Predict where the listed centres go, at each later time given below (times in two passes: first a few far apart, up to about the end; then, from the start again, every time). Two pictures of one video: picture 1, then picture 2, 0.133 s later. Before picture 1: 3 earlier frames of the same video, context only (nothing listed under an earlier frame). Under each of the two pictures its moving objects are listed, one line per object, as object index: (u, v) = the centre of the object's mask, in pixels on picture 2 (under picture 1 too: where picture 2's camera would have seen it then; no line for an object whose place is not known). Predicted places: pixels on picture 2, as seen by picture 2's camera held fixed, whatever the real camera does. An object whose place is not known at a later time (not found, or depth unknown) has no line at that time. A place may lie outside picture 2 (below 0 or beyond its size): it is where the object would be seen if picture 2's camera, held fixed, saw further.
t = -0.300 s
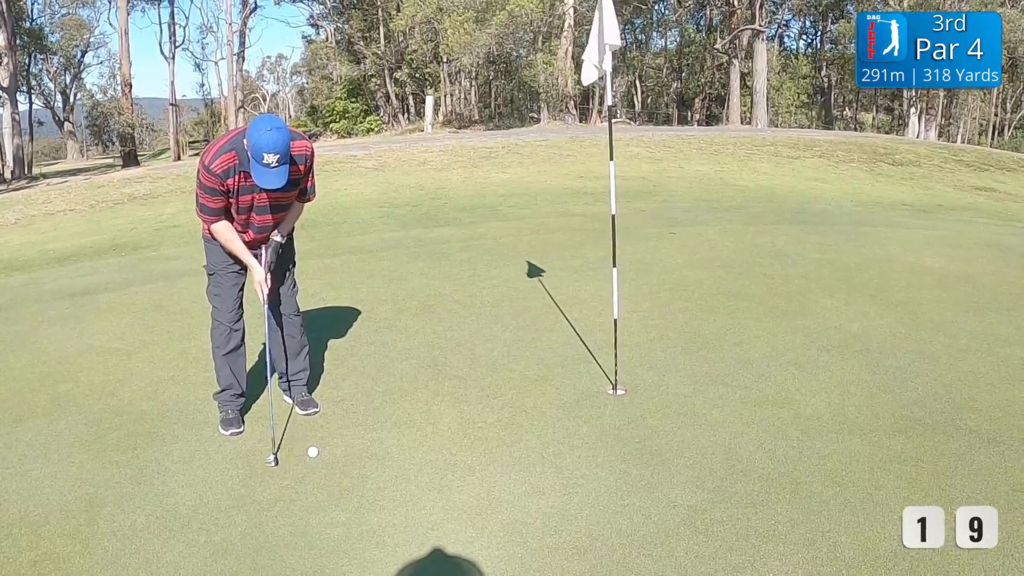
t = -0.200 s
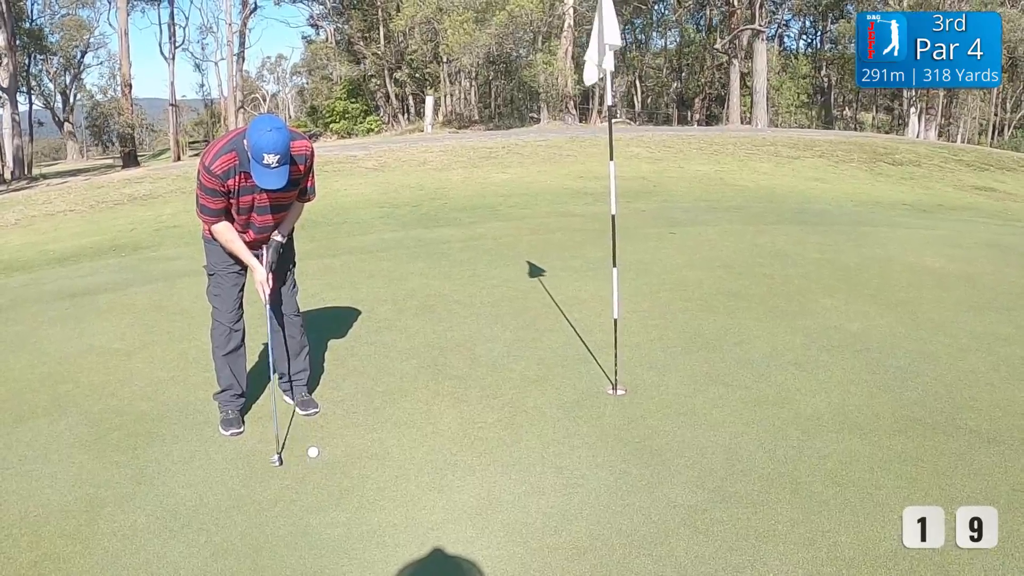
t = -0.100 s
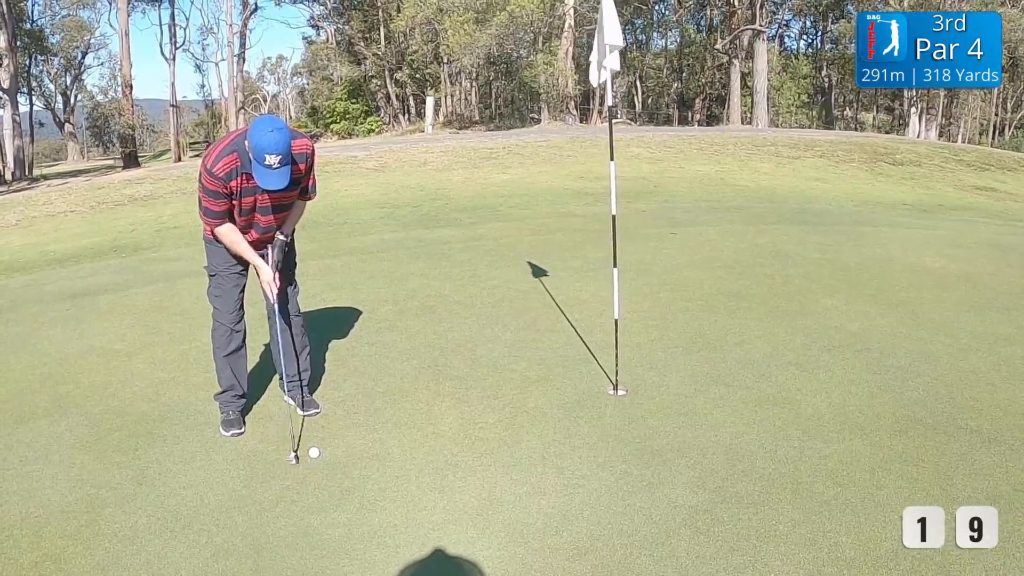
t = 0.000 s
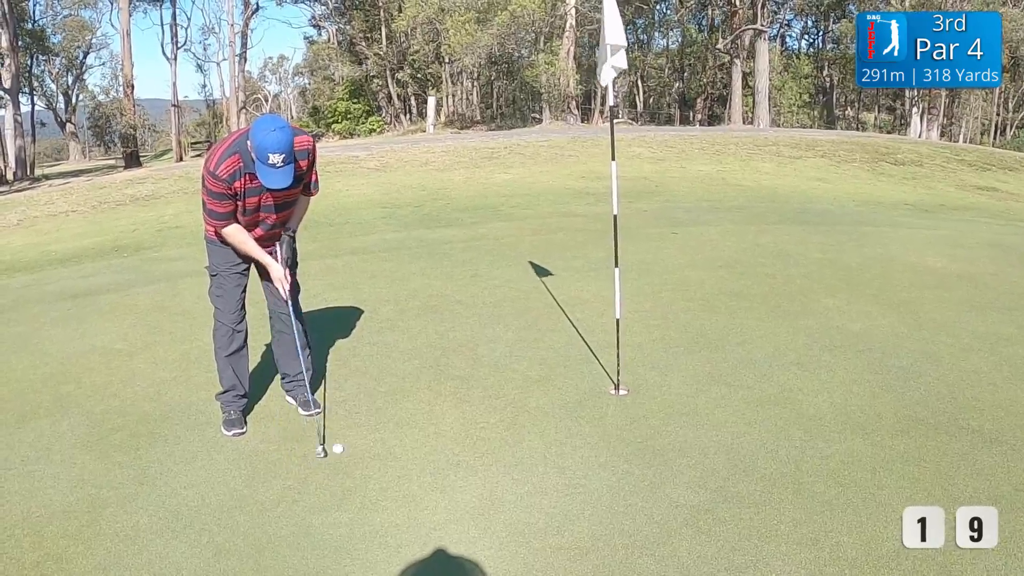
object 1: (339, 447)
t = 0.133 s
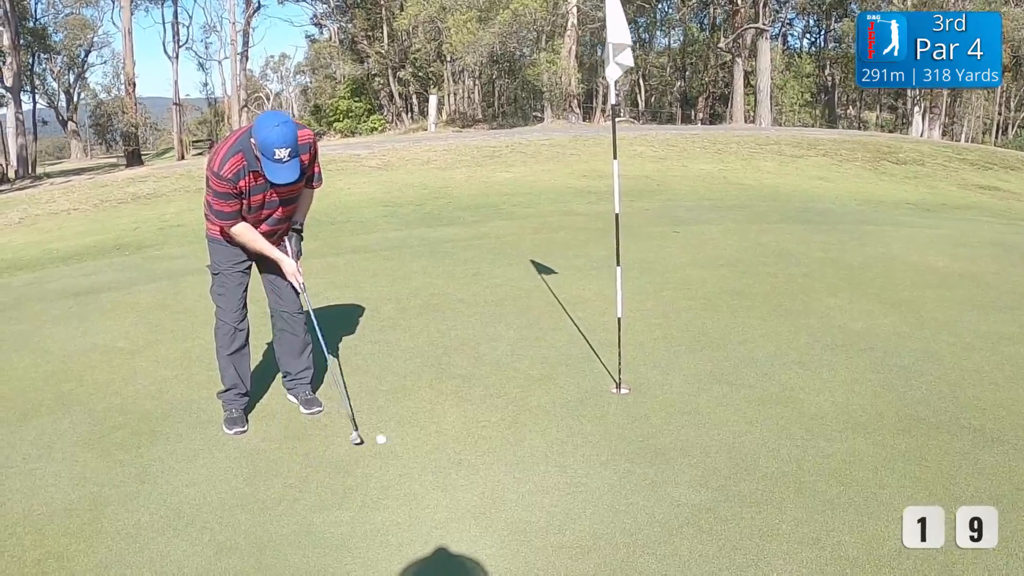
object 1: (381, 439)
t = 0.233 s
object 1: (409, 433)
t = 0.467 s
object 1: (464, 421)
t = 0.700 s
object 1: (510, 411)
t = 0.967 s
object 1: (549, 400)
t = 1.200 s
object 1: (577, 394)
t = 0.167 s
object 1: (390, 438)
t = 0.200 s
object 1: (399, 435)
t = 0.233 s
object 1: (409, 433)
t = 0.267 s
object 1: (417, 432)
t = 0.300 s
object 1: (425, 430)
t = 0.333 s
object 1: (434, 428)
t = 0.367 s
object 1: (442, 427)
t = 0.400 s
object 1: (449, 424)
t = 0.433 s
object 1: (457, 423)
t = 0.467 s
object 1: (464, 421)
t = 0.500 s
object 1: (471, 419)
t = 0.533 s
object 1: (478, 418)
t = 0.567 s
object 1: (484, 417)
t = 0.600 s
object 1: (492, 415)
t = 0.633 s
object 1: (497, 414)
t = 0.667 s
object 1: (504, 412)
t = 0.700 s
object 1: (510, 411)
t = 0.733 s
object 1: (515, 409)
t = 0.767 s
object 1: (520, 408)
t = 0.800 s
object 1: (526, 406)
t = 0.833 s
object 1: (531, 405)
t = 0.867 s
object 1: (536, 404)
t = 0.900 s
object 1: (541, 403)
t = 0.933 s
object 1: (546, 401)
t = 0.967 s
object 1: (549, 400)
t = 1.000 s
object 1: (554, 399)
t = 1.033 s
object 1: (558, 398)
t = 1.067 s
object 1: (562, 397)
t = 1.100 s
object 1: (566, 396)
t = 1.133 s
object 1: (570, 395)
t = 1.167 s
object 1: (573, 395)
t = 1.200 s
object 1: (577, 394)
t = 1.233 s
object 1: (580, 393)
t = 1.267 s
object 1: (584, 392)
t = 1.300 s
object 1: (587, 391)
